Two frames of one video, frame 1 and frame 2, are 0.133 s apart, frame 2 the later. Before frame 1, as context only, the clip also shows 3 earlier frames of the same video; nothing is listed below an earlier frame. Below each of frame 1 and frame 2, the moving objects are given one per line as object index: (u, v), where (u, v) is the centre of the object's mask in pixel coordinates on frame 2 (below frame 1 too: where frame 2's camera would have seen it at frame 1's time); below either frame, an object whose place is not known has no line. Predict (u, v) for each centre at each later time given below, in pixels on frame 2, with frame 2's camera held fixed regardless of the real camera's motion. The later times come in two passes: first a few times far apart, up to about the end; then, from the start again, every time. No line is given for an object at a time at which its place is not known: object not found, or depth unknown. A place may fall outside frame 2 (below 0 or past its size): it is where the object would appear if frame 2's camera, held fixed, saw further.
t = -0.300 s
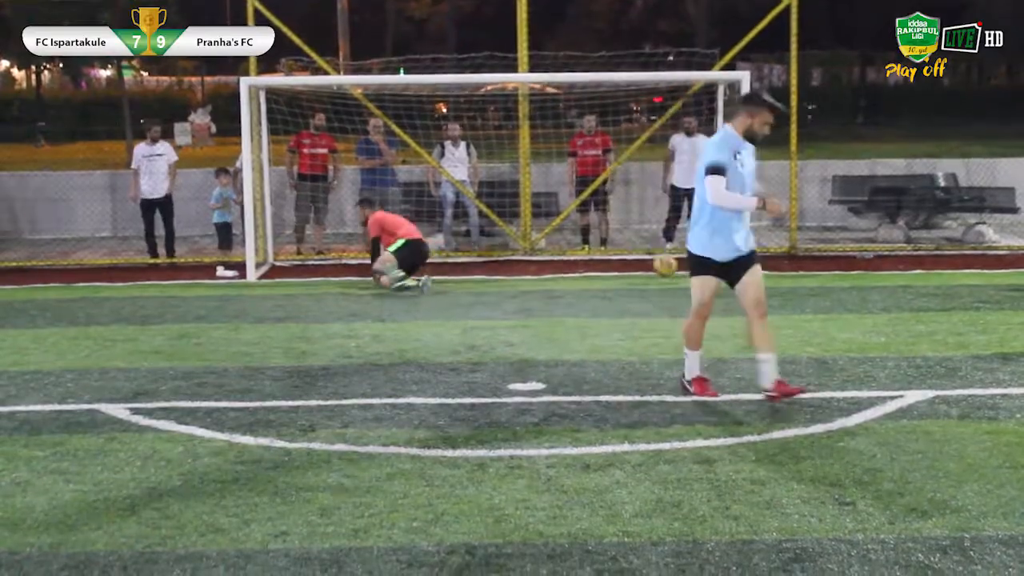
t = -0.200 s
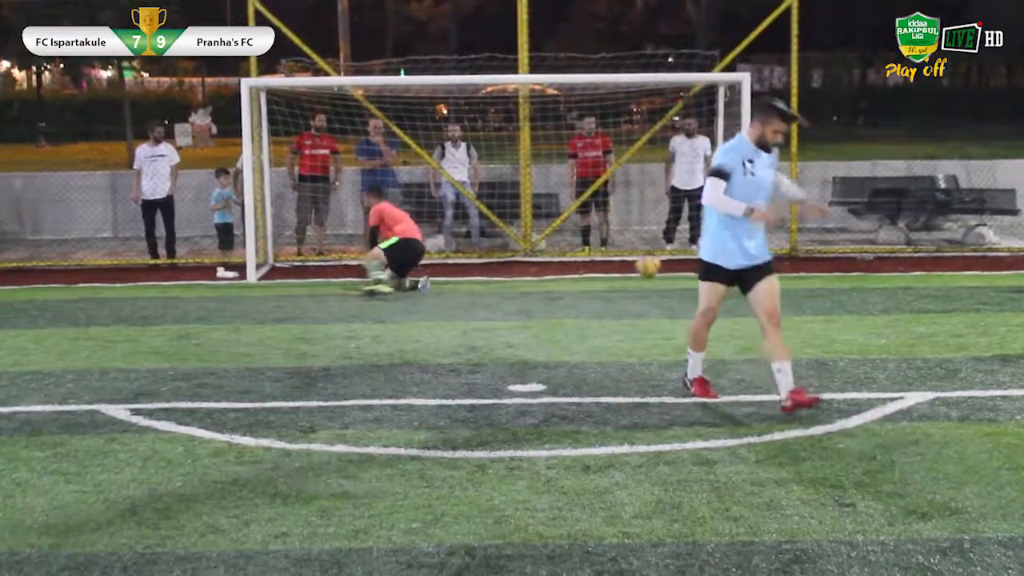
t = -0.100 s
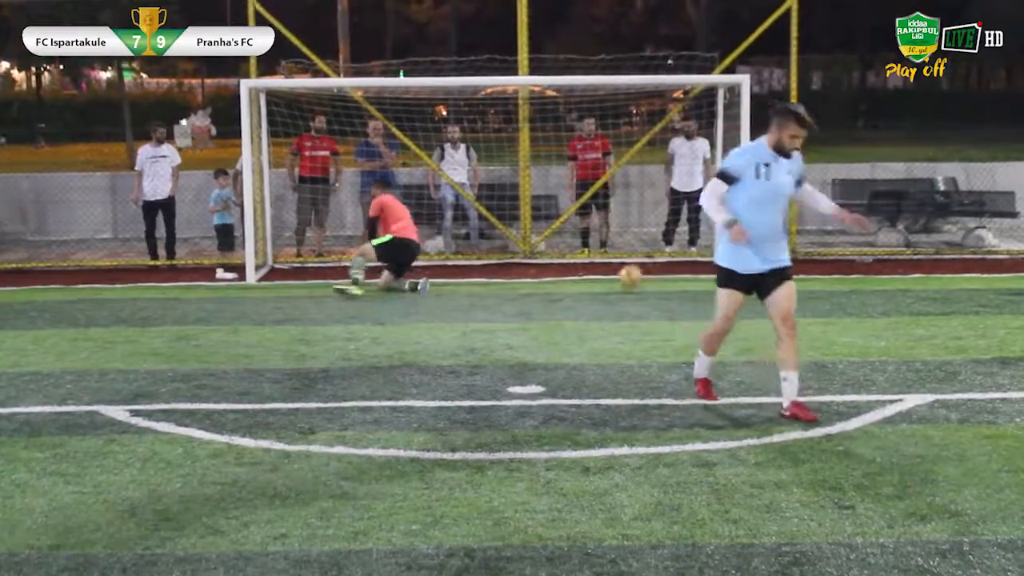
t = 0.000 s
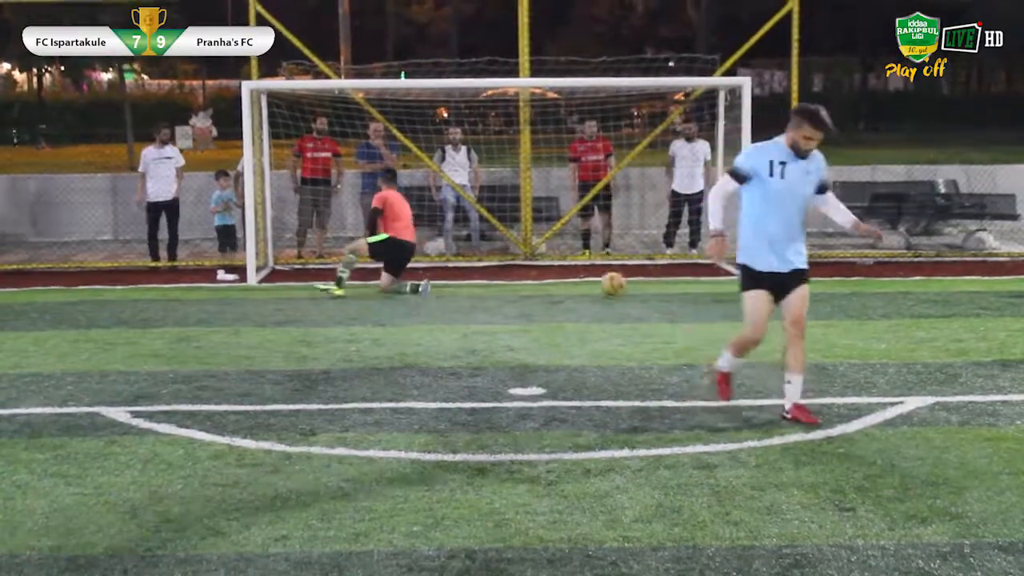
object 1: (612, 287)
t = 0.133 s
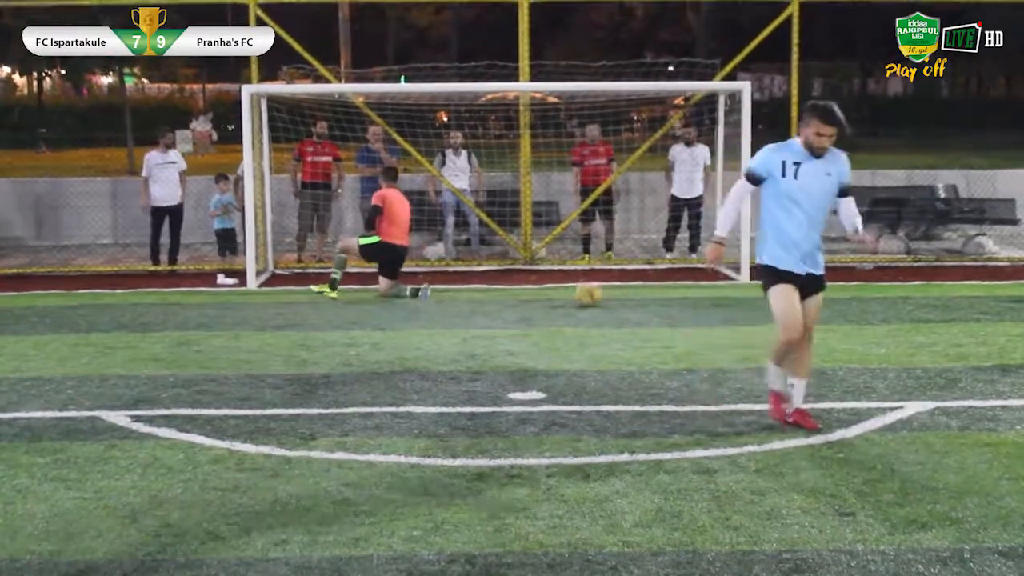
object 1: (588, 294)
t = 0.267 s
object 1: (562, 299)
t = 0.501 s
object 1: (514, 309)
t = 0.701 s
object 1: (473, 315)
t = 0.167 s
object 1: (581, 293)
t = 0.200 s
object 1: (575, 295)
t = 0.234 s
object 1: (567, 298)
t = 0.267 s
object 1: (562, 299)
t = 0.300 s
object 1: (557, 300)
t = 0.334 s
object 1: (550, 302)
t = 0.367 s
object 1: (543, 303)
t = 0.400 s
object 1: (537, 302)
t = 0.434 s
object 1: (530, 304)
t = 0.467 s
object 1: (522, 306)
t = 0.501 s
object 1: (514, 309)
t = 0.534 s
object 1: (509, 310)
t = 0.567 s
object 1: (501, 311)
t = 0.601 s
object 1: (495, 312)
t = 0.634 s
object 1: (488, 314)
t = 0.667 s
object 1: (483, 314)
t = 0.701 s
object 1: (473, 315)
